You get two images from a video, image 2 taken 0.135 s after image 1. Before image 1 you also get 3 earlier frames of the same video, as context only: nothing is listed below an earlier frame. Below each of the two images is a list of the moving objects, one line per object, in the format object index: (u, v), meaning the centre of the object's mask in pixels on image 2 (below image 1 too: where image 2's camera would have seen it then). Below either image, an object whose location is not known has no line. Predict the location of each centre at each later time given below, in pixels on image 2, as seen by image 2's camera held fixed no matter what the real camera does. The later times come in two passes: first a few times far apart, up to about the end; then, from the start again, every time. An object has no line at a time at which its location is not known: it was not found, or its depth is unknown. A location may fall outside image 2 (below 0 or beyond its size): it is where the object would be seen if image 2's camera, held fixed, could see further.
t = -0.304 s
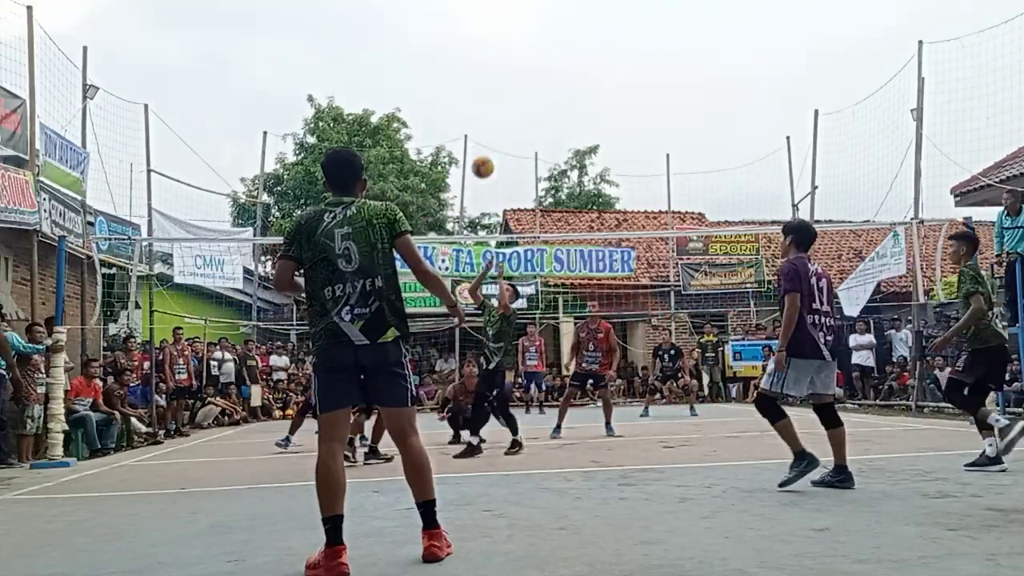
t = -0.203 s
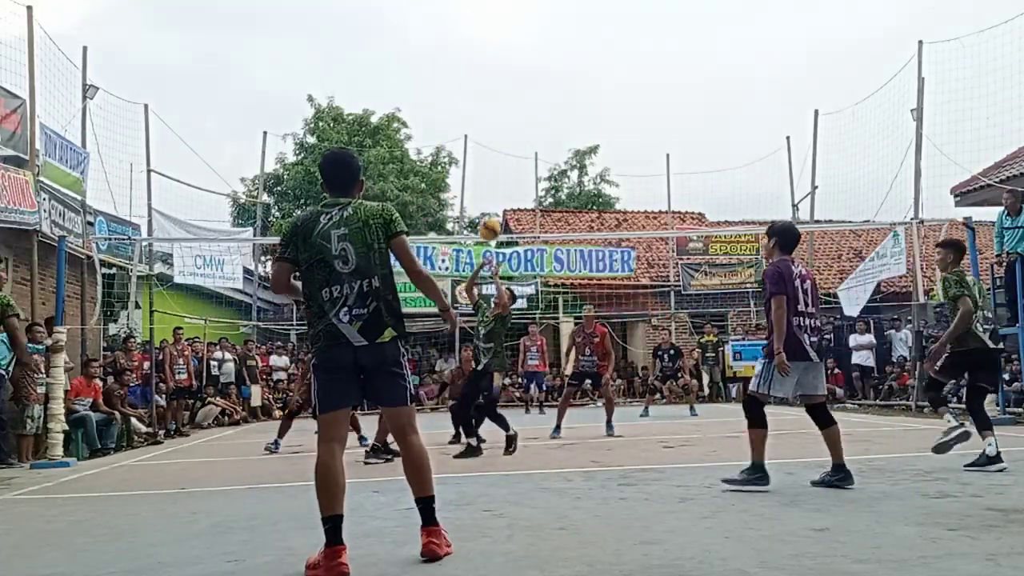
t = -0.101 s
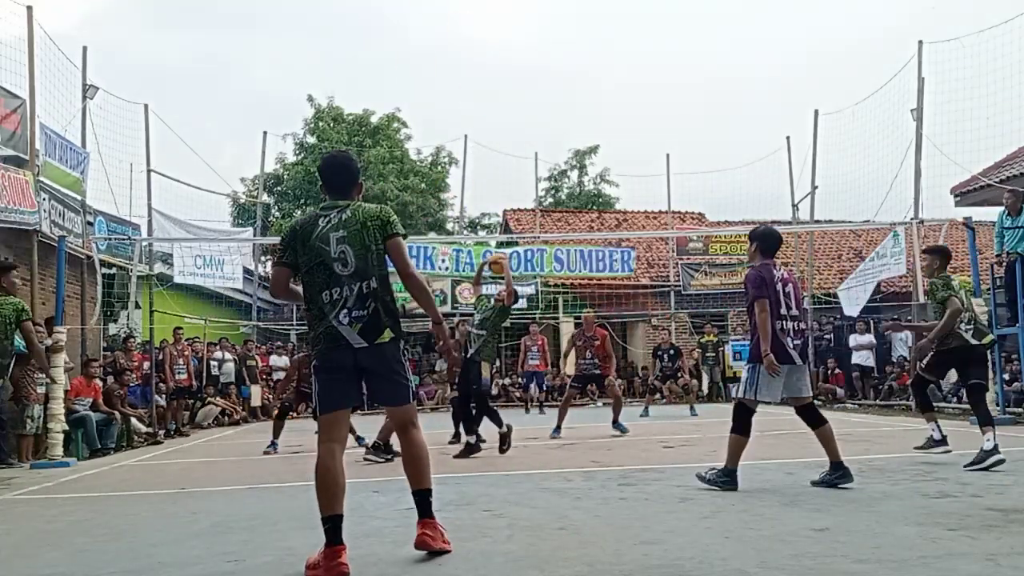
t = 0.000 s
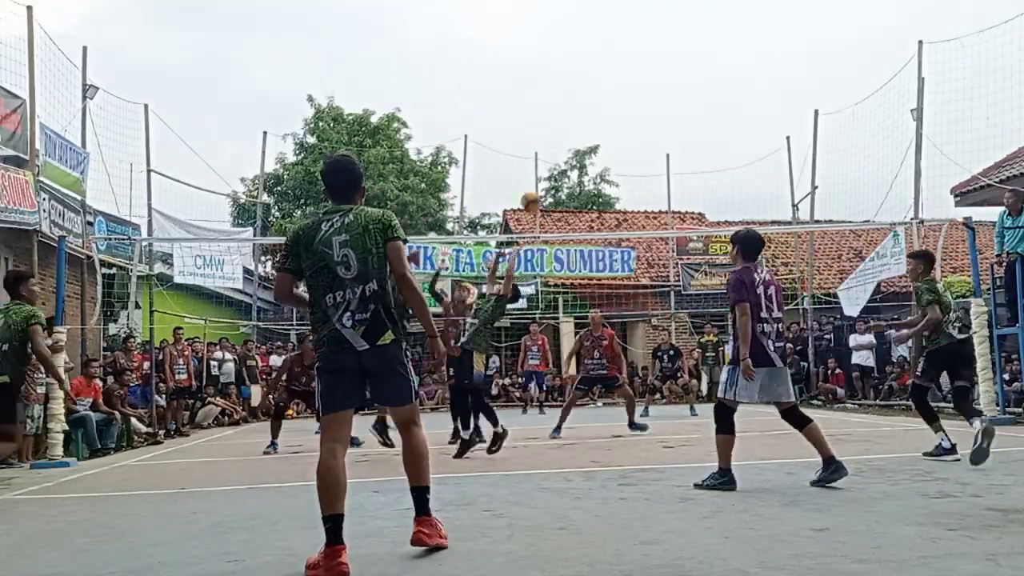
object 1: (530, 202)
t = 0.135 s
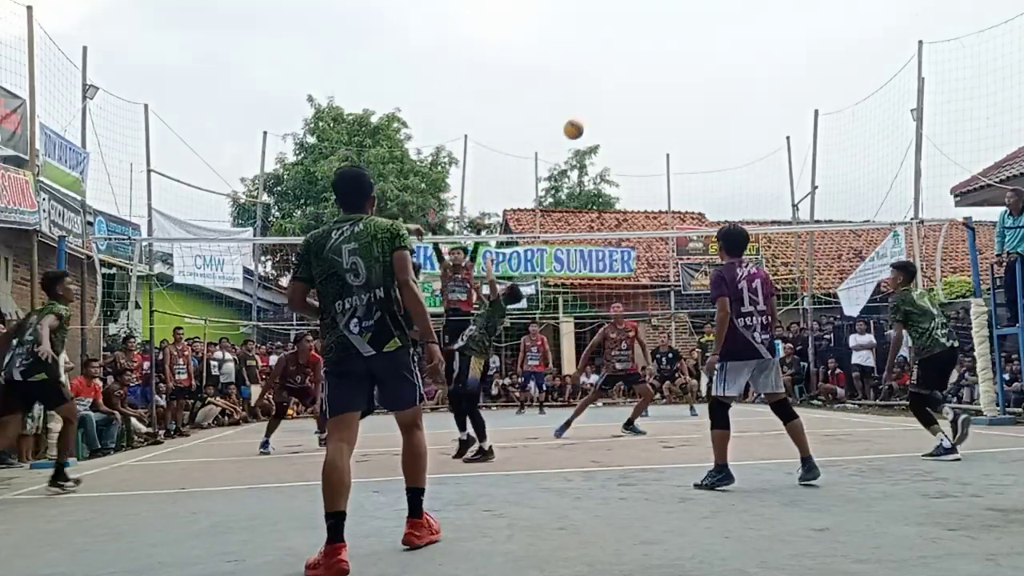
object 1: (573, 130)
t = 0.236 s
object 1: (605, 88)
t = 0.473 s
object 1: (677, 34)
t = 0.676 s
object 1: (739, 31)
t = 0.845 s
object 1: (790, 58)
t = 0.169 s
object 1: (584, 114)
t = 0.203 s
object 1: (594, 101)
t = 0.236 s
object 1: (605, 88)
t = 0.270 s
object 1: (615, 77)
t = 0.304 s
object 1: (625, 67)
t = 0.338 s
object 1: (636, 58)
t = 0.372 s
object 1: (646, 50)
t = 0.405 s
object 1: (656, 44)
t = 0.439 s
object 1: (667, 38)
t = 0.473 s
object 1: (677, 34)
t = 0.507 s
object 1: (688, 30)
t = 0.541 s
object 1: (698, 28)
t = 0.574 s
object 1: (708, 27)
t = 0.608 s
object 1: (718, 27)
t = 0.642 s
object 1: (729, 28)
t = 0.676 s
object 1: (739, 31)
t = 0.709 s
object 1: (749, 34)
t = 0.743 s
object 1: (760, 38)
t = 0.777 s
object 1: (770, 44)
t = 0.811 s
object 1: (780, 50)
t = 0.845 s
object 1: (790, 58)
